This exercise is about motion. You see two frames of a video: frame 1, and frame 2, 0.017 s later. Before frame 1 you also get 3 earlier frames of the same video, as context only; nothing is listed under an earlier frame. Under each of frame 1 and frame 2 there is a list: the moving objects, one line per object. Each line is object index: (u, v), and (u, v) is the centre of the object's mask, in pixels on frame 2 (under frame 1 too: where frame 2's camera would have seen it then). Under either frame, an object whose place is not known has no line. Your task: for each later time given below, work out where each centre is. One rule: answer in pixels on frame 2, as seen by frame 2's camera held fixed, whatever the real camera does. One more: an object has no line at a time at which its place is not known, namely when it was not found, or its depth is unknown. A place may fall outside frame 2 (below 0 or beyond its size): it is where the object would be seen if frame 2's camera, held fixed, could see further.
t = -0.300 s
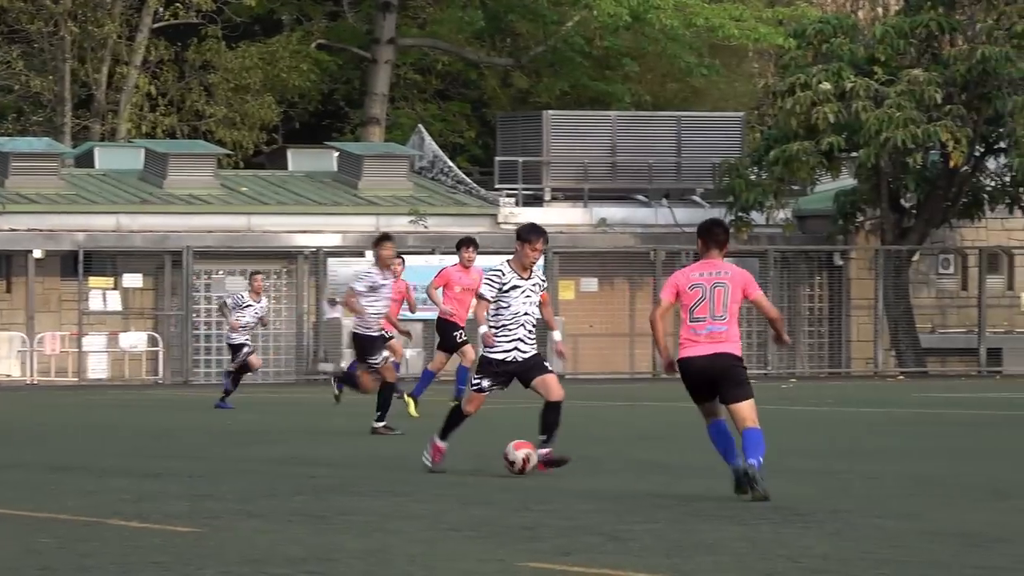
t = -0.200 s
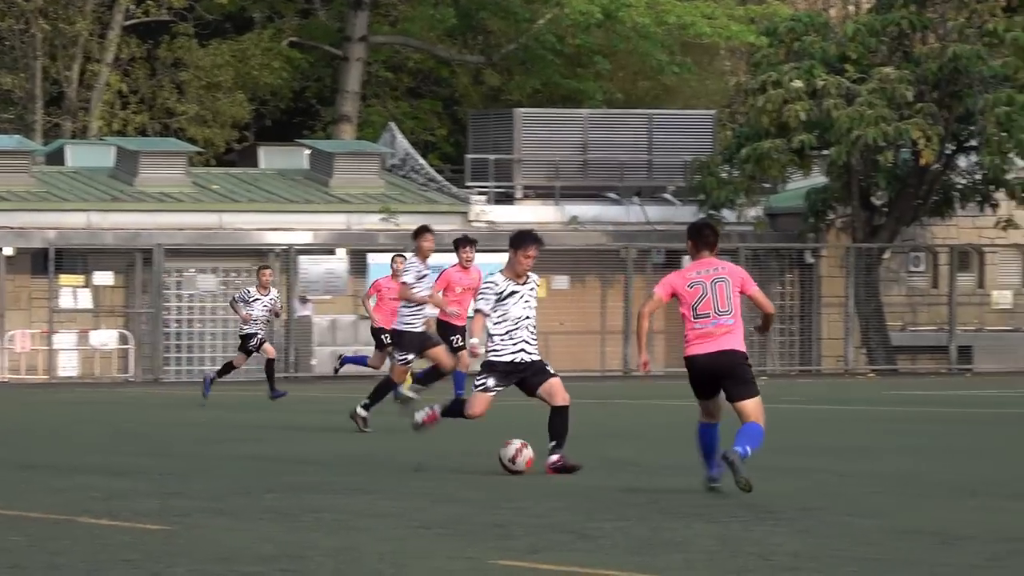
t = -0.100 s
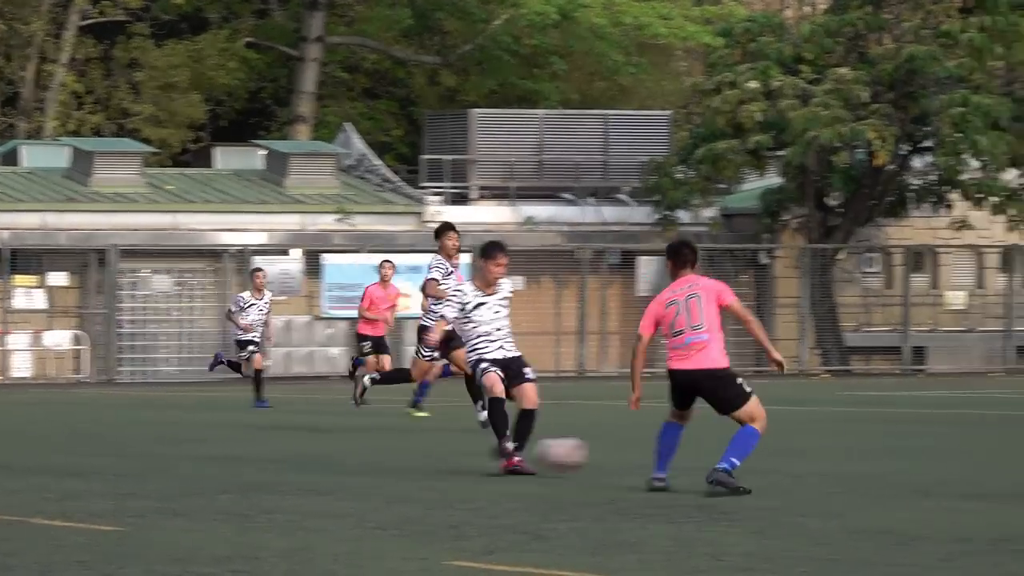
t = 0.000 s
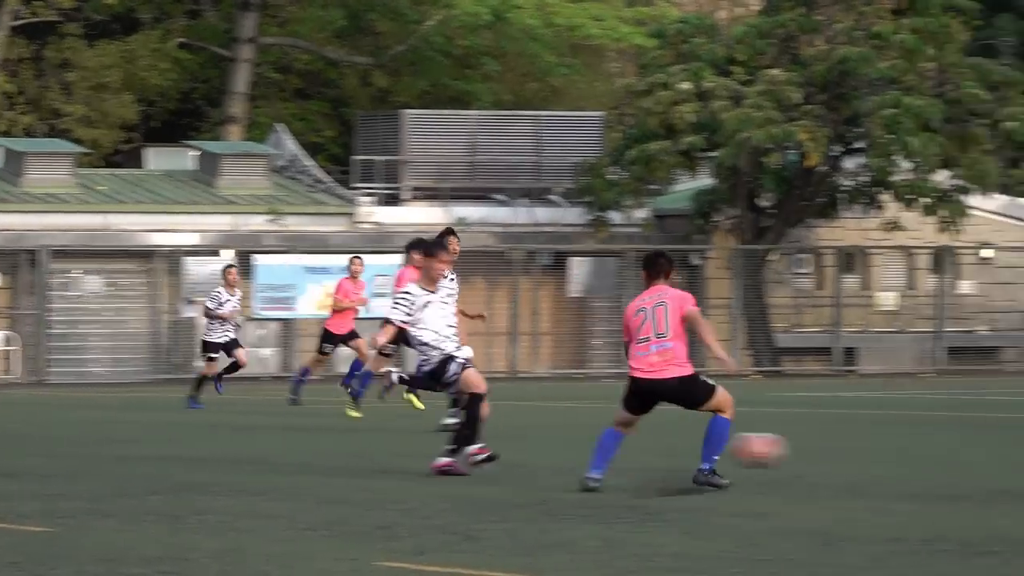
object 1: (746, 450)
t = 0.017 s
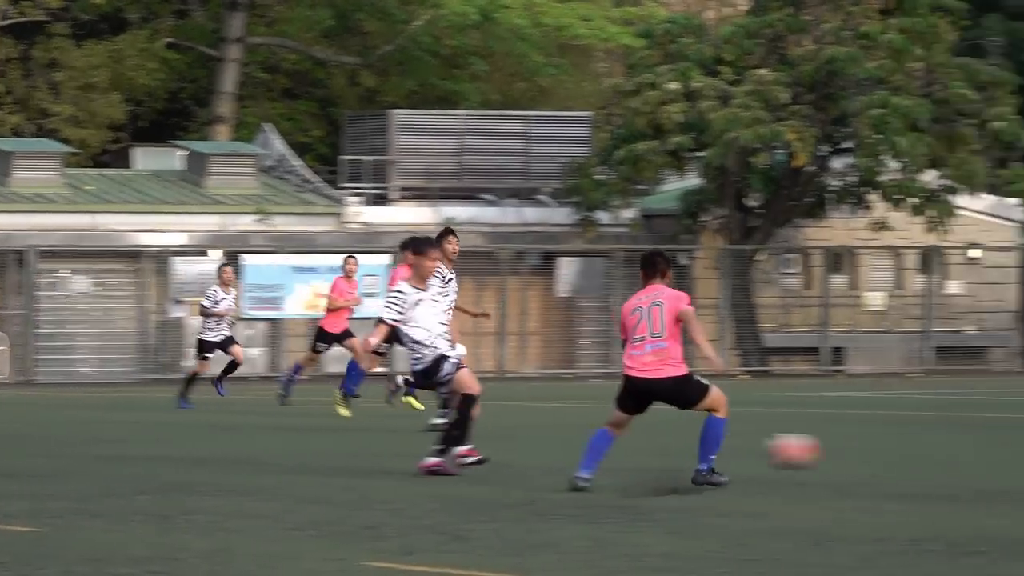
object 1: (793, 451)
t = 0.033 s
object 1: (839, 453)
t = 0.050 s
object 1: (885, 456)
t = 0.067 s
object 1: (933, 458)
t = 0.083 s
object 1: (983, 461)
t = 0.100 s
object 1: (1032, 465)
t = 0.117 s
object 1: (1081, 468)
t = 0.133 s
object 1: (1128, 466)
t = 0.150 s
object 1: (1172, 462)
